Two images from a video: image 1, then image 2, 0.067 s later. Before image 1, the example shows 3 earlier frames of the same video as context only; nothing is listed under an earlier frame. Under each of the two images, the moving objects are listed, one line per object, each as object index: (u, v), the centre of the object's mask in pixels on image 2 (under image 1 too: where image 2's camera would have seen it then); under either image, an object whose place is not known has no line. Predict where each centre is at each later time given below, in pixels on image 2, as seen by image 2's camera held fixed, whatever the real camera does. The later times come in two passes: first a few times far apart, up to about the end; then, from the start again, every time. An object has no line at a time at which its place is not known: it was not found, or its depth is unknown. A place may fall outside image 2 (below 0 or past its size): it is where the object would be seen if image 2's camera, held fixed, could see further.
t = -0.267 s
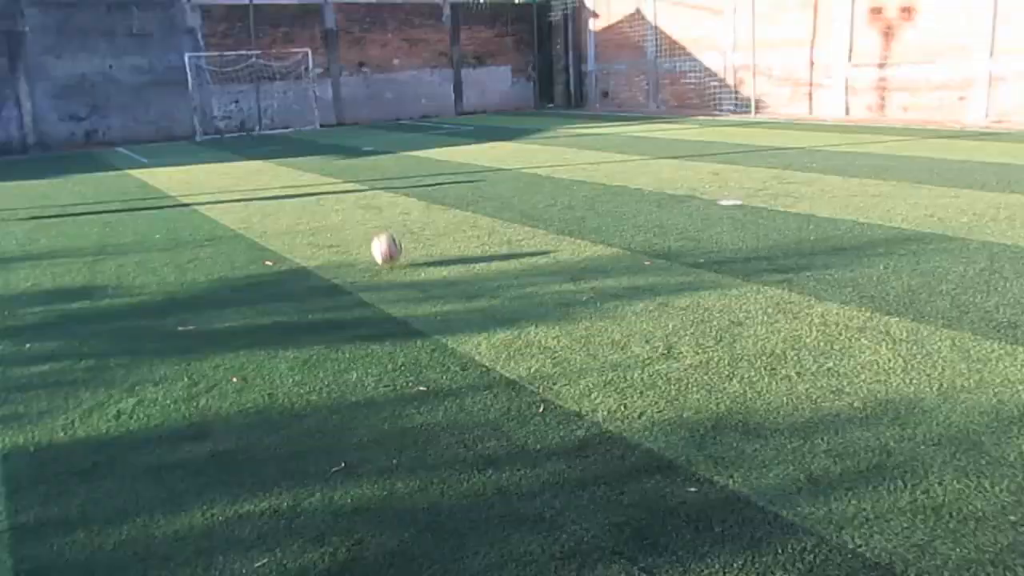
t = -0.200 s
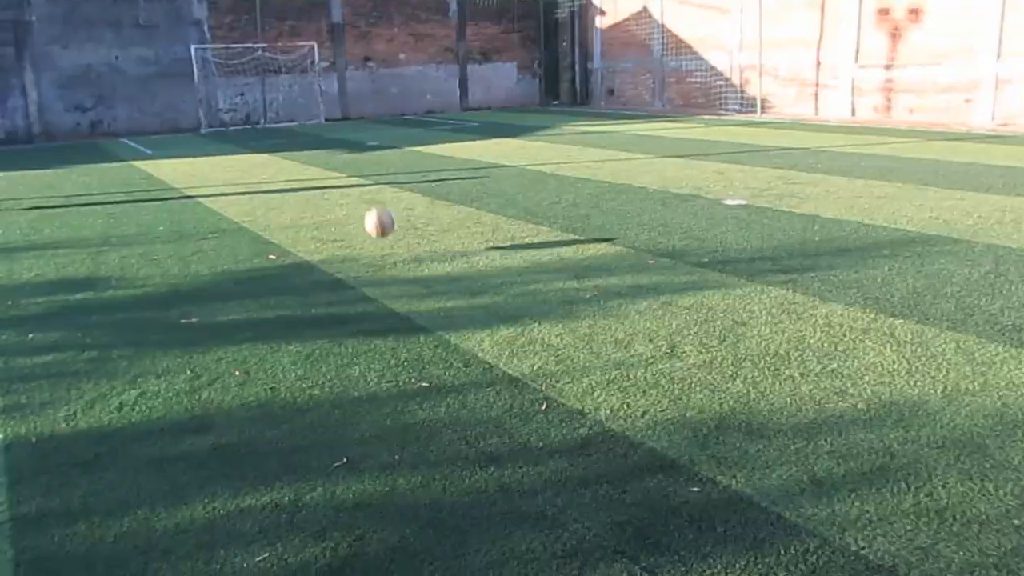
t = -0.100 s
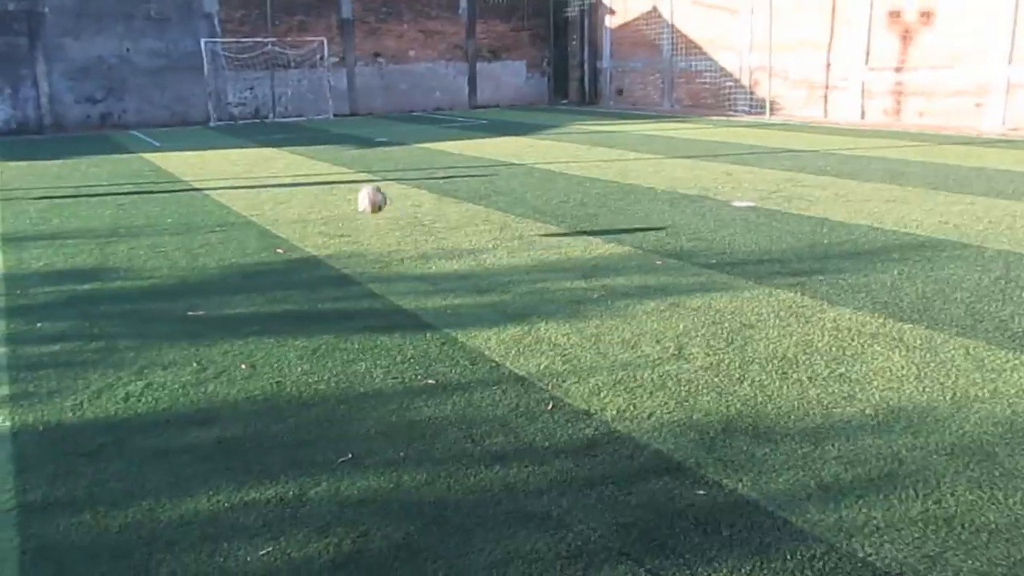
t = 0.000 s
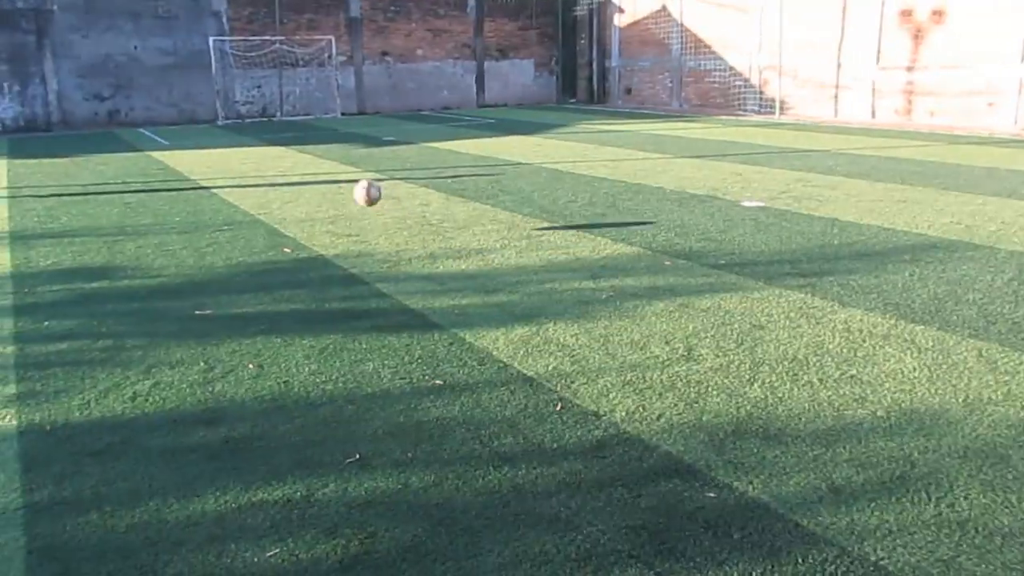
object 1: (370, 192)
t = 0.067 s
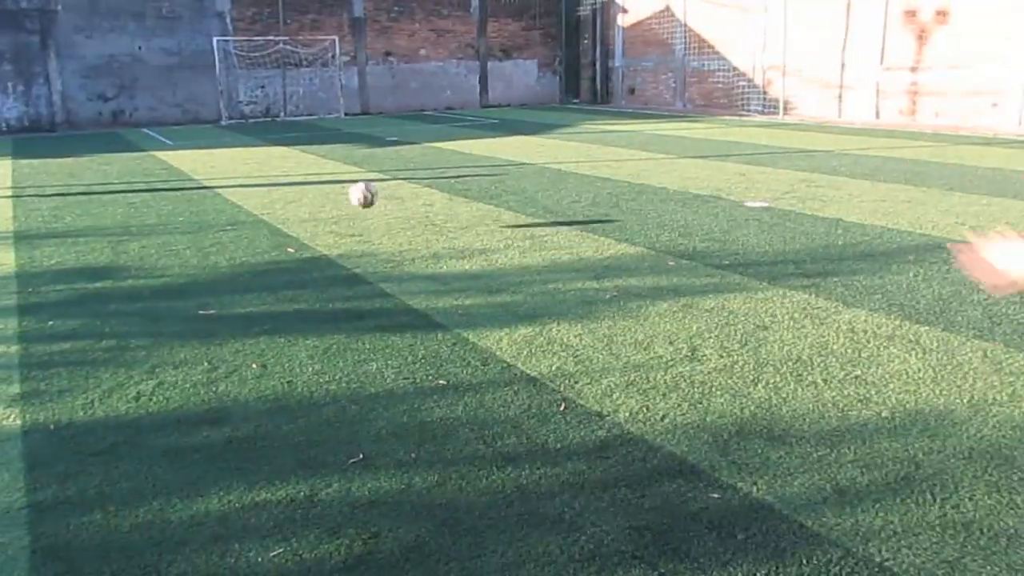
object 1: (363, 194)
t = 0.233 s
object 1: (348, 211)
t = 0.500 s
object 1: (323, 187)
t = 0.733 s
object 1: (307, 183)
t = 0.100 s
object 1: (359, 198)
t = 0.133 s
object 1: (356, 202)
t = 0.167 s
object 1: (354, 209)
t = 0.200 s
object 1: (351, 215)
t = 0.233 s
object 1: (348, 211)
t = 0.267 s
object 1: (344, 204)
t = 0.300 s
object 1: (340, 197)
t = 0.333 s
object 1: (337, 193)
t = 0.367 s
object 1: (334, 189)
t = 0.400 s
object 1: (331, 187)
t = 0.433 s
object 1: (329, 186)
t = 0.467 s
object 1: (326, 186)
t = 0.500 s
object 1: (323, 187)
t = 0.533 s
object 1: (321, 188)
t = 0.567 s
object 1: (319, 193)
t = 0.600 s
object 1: (317, 196)
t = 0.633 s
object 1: (314, 194)
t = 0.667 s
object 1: (312, 189)
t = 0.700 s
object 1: (309, 186)
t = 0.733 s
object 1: (307, 183)
